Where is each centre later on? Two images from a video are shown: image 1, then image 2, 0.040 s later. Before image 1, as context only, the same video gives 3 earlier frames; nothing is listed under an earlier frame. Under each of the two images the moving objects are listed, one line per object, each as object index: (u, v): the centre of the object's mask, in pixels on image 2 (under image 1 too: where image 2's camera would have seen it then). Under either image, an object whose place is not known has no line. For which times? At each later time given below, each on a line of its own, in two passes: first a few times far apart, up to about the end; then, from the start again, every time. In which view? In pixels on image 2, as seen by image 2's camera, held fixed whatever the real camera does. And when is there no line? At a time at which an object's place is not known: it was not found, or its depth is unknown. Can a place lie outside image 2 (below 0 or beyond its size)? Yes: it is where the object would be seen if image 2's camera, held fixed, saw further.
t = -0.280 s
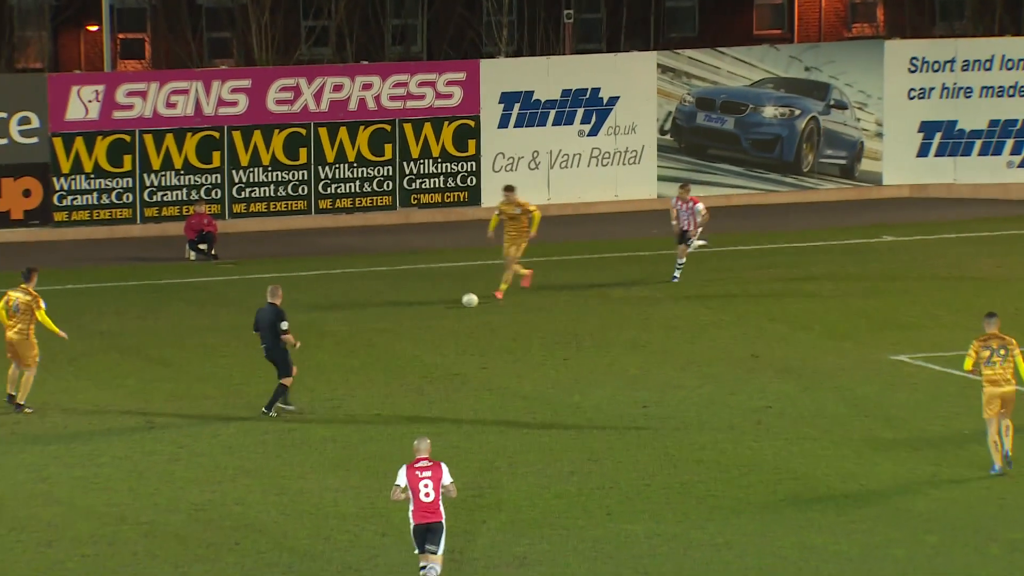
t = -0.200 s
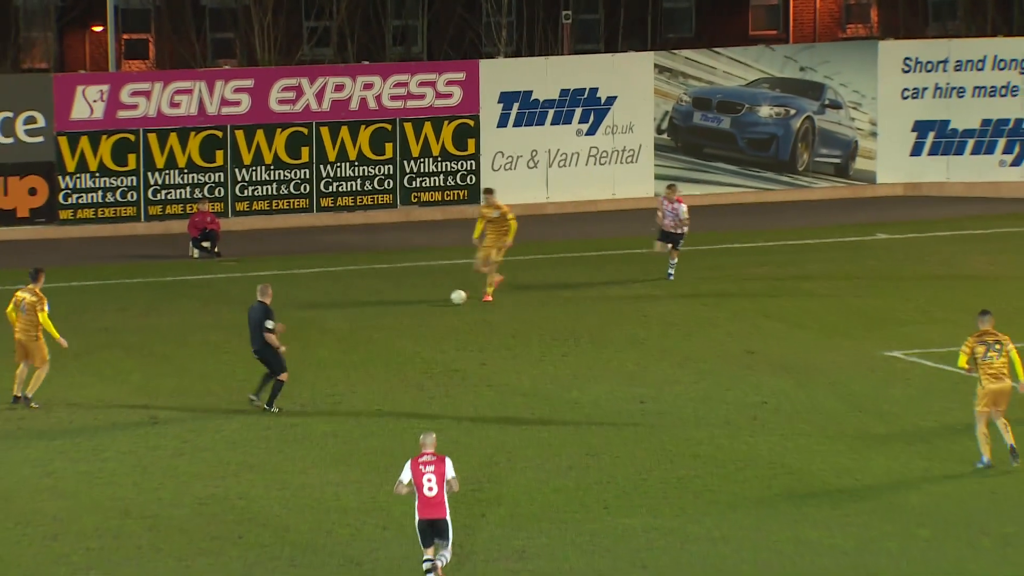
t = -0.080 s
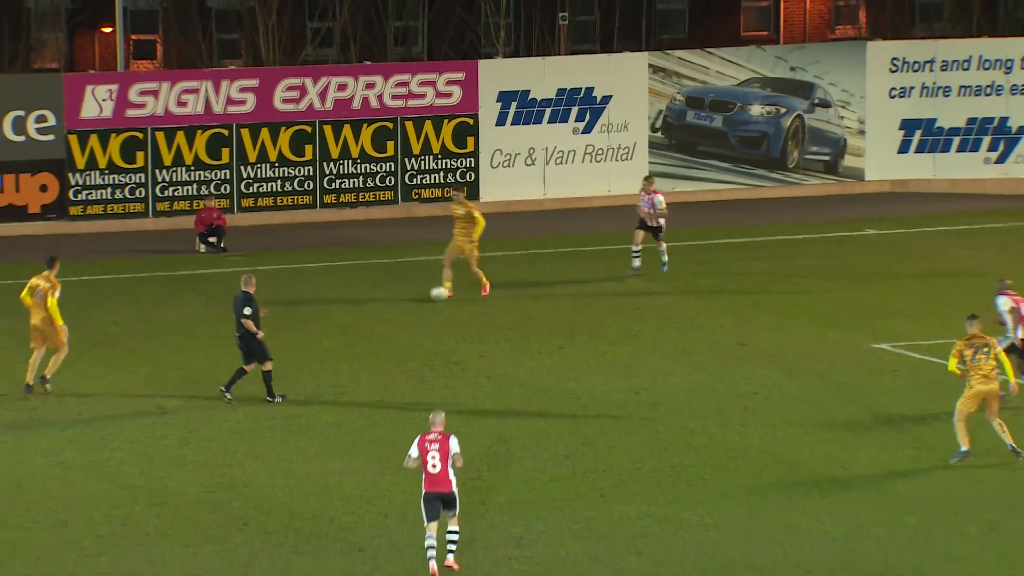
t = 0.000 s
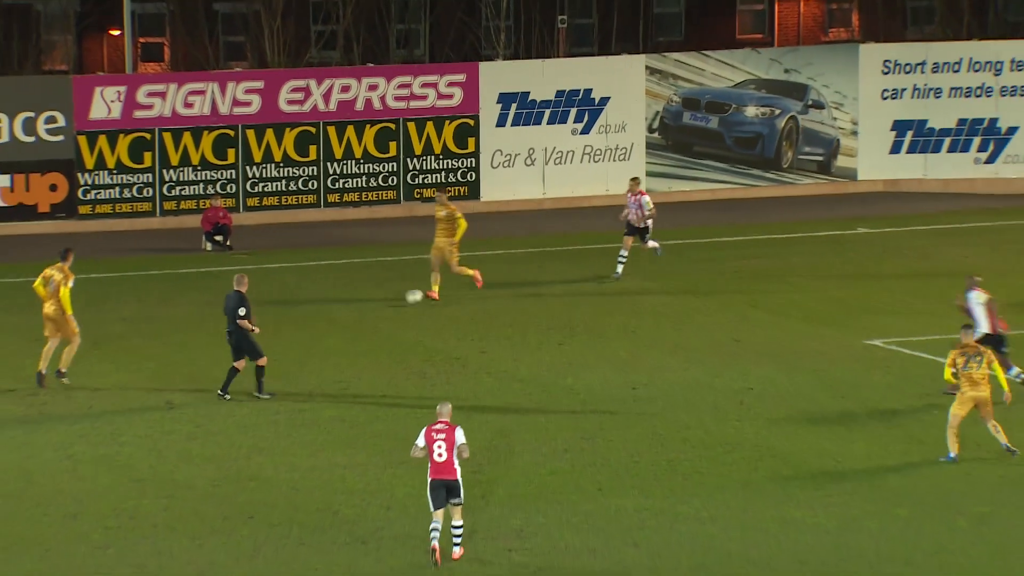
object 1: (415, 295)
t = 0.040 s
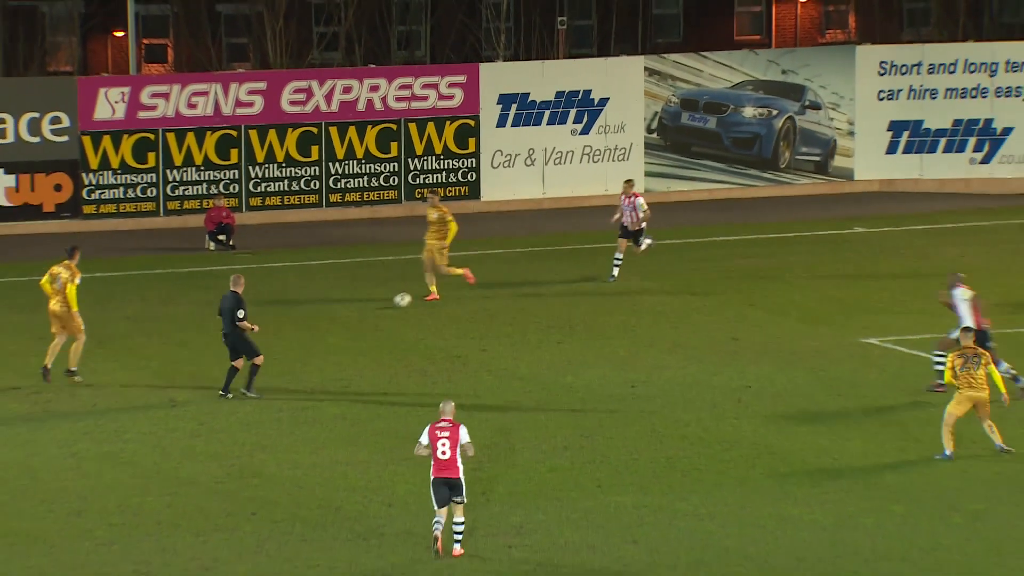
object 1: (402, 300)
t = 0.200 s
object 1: (353, 313)
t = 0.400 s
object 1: (299, 326)
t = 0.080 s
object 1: (390, 303)
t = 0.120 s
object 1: (377, 305)
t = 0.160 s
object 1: (365, 308)
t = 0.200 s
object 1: (353, 313)
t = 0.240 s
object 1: (342, 315)
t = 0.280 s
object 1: (331, 317)
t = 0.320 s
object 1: (320, 320)
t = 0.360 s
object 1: (309, 324)
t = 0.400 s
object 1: (299, 326)
